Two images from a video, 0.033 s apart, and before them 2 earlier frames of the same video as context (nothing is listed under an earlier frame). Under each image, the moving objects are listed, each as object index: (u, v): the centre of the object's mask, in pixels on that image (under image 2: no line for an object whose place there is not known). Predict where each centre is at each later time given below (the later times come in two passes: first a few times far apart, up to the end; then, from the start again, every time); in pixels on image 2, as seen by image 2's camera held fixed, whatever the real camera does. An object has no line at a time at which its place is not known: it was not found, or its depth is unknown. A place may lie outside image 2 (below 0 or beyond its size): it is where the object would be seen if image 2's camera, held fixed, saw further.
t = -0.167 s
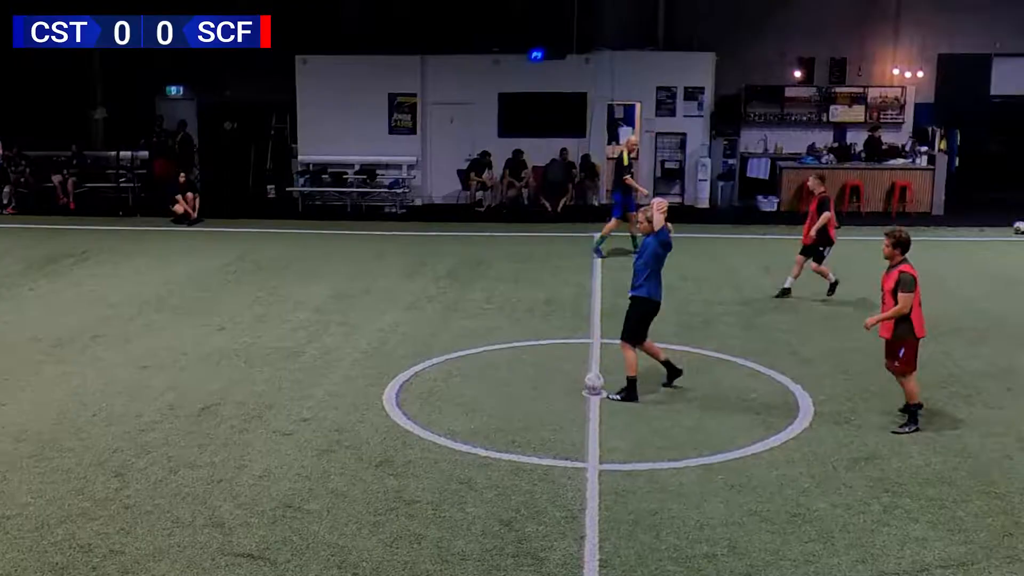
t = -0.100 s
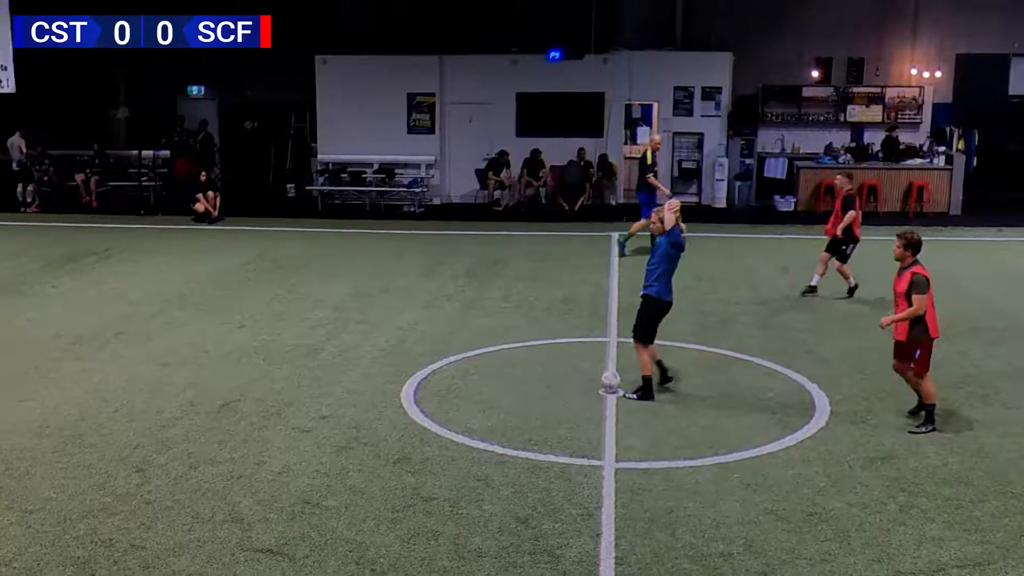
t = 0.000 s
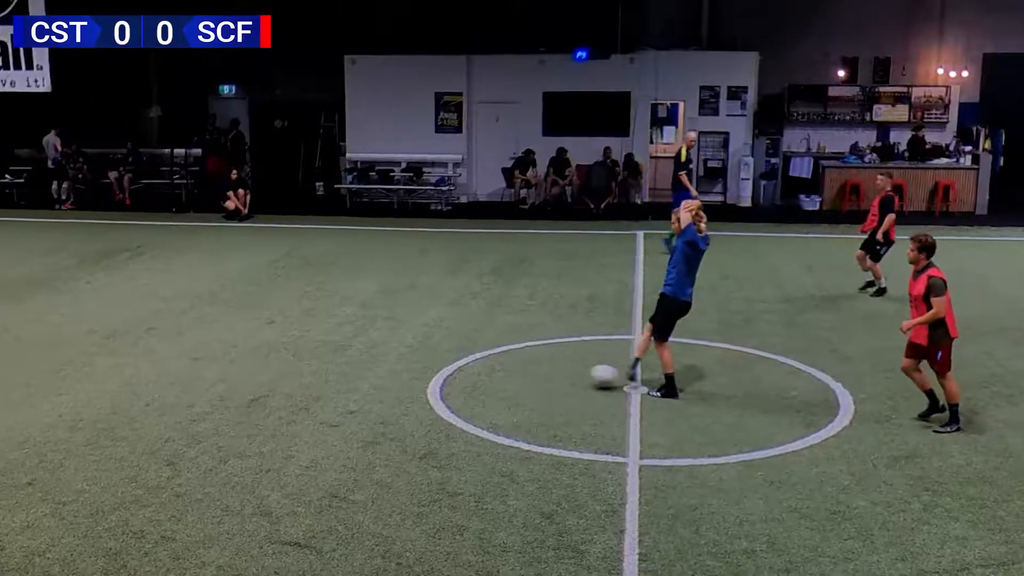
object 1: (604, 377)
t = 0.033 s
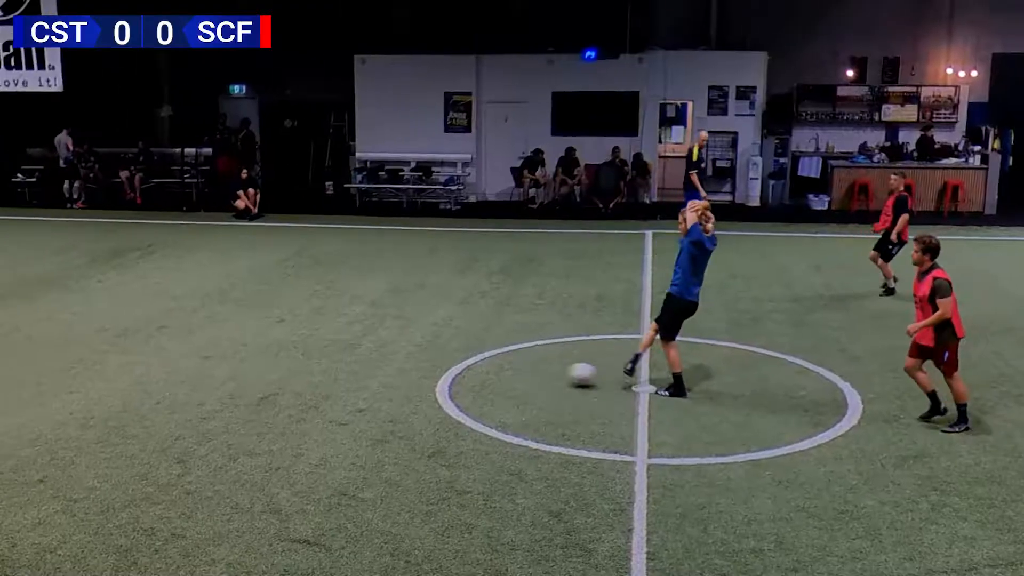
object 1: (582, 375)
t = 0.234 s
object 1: (421, 371)
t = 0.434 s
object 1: (292, 368)
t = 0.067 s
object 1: (552, 375)
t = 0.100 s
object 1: (524, 374)
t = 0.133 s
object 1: (497, 372)
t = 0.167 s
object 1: (471, 373)
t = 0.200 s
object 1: (444, 371)
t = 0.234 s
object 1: (421, 371)
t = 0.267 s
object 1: (397, 370)
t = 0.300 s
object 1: (374, 370)
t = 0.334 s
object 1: (353, 368)
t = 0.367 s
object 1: (332, 368)
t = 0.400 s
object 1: (312, 368)
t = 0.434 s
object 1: (292, 368)
